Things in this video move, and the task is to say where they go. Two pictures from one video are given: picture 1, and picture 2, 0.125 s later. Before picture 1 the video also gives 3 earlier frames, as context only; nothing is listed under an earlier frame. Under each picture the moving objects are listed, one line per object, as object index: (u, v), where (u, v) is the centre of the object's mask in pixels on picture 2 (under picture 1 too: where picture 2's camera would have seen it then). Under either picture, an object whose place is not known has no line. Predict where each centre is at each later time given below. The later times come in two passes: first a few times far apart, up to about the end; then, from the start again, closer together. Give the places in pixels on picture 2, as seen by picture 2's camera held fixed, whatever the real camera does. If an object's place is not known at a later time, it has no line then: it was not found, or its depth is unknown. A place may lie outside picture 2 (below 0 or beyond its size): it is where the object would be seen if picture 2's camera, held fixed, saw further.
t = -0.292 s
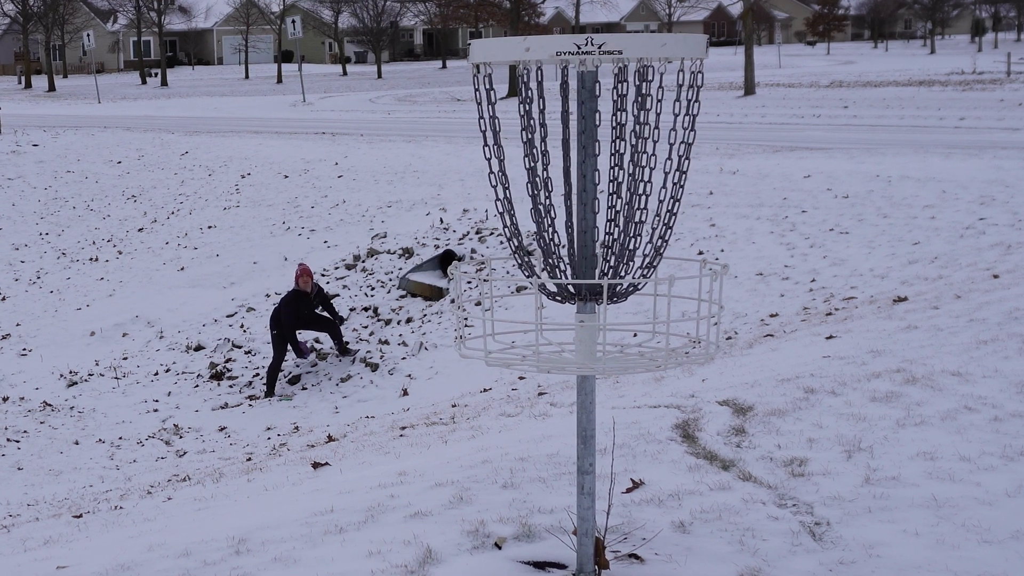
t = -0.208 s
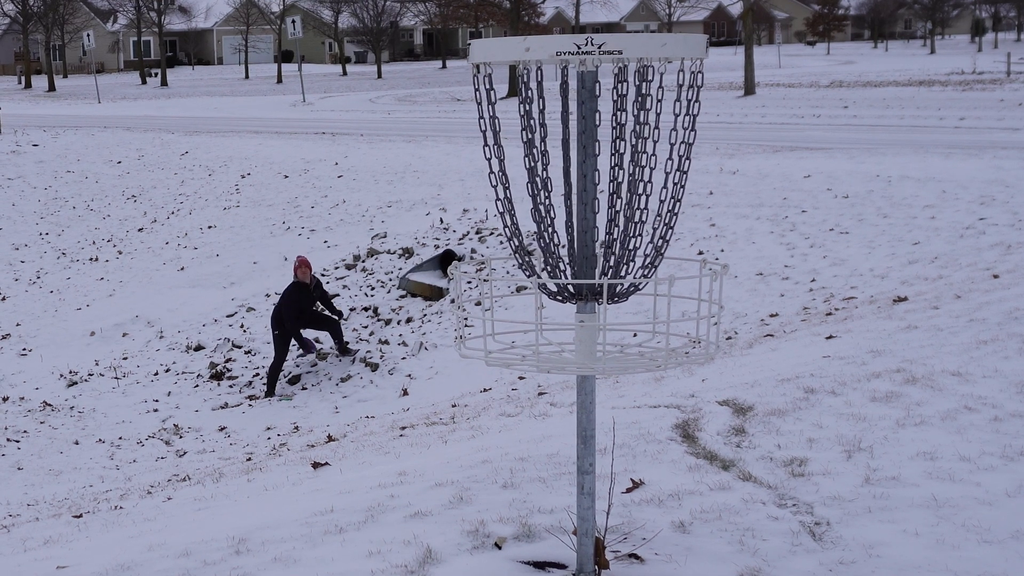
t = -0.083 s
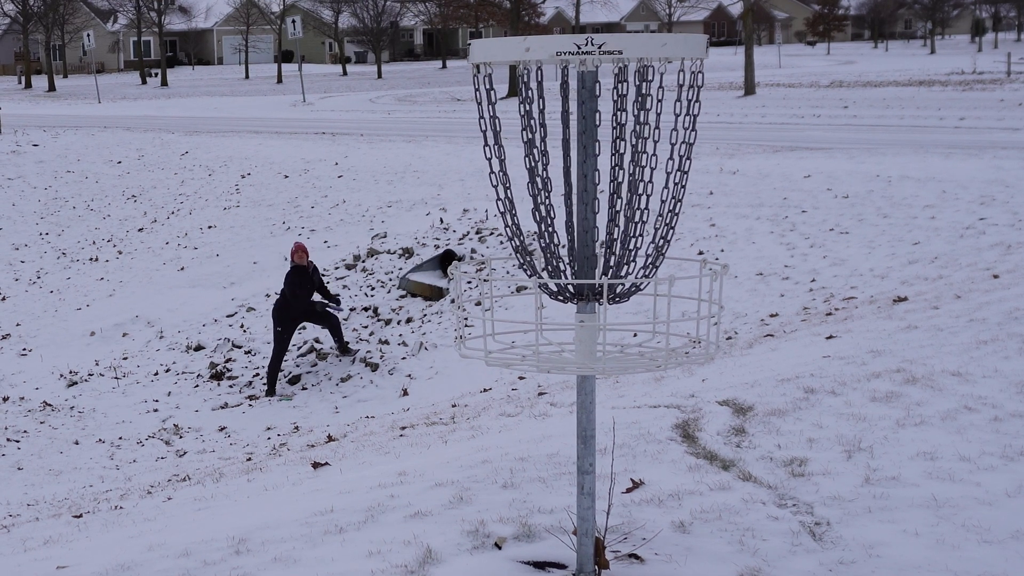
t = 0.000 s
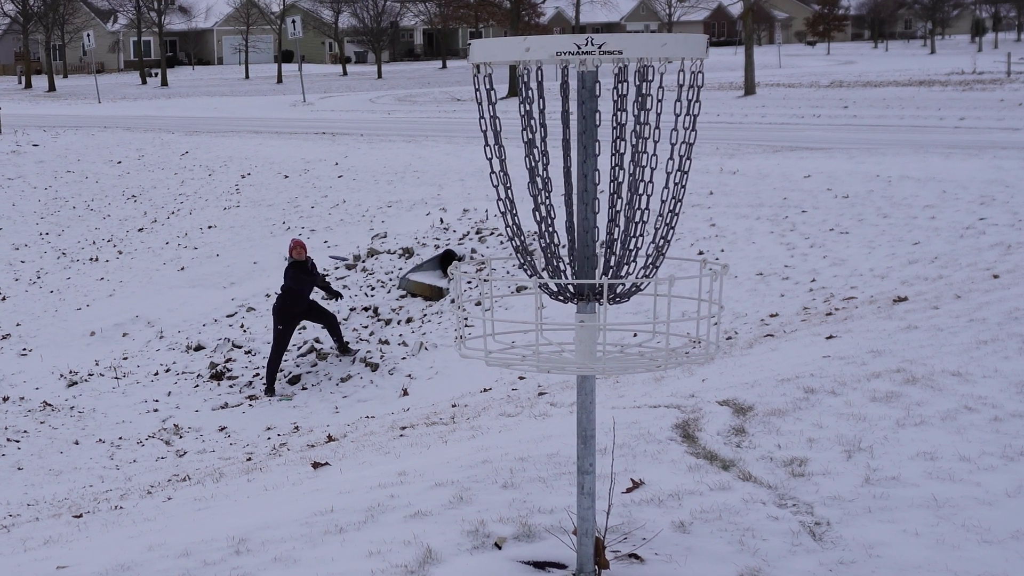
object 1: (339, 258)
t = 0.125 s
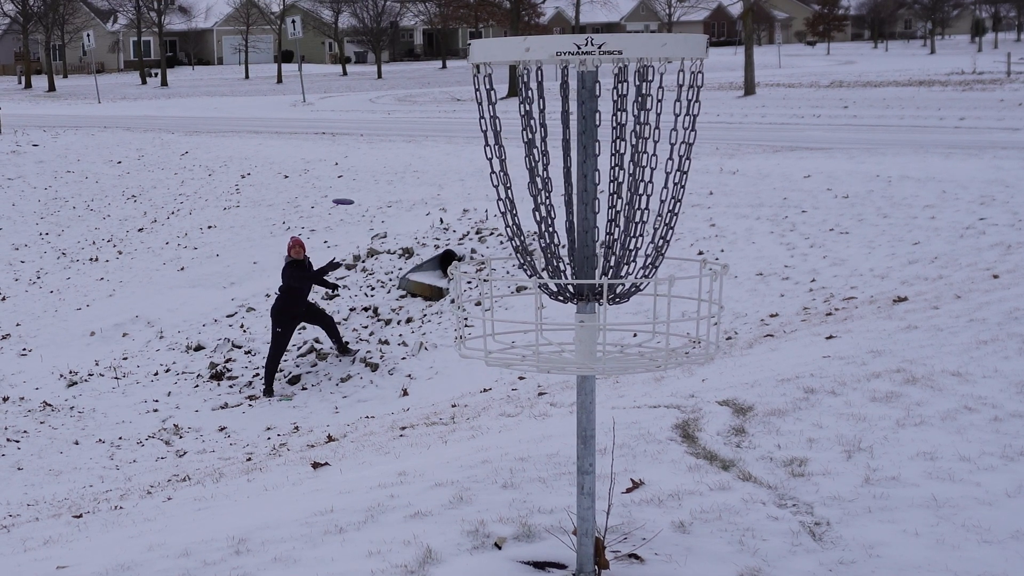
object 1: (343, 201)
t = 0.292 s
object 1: (348, 159)
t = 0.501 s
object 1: (357, 155)
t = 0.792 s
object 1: (378, 233)
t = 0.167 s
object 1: (344, 187)
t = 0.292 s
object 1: (348, 159)
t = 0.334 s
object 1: (350, 154)
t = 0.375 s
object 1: (351, 151)
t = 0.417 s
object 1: (353, 150)
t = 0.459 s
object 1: (354, 152)
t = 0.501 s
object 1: (357, 155)
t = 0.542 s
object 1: (359, 160)
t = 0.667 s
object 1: (367, 188)
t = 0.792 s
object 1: (378, 233)
